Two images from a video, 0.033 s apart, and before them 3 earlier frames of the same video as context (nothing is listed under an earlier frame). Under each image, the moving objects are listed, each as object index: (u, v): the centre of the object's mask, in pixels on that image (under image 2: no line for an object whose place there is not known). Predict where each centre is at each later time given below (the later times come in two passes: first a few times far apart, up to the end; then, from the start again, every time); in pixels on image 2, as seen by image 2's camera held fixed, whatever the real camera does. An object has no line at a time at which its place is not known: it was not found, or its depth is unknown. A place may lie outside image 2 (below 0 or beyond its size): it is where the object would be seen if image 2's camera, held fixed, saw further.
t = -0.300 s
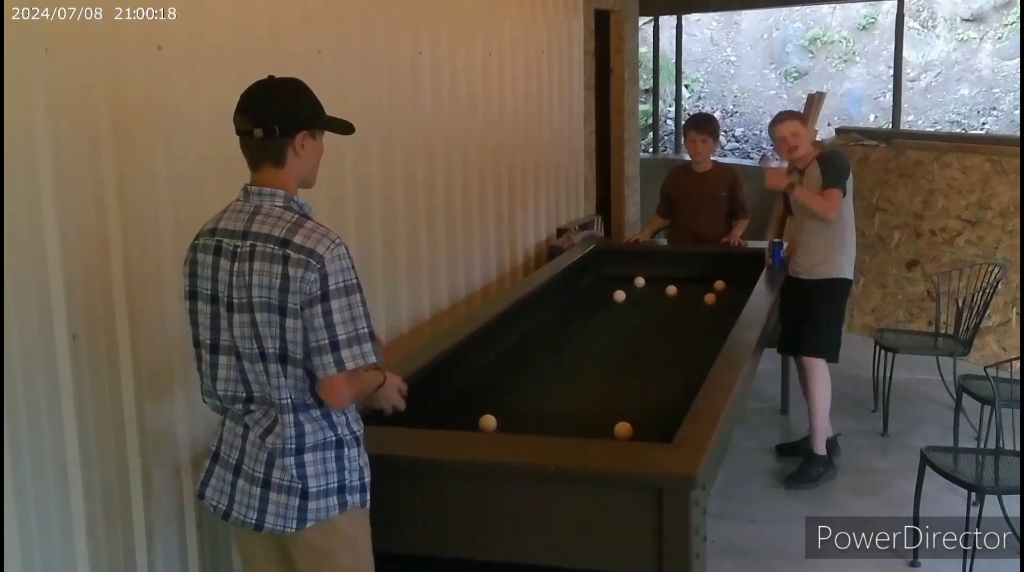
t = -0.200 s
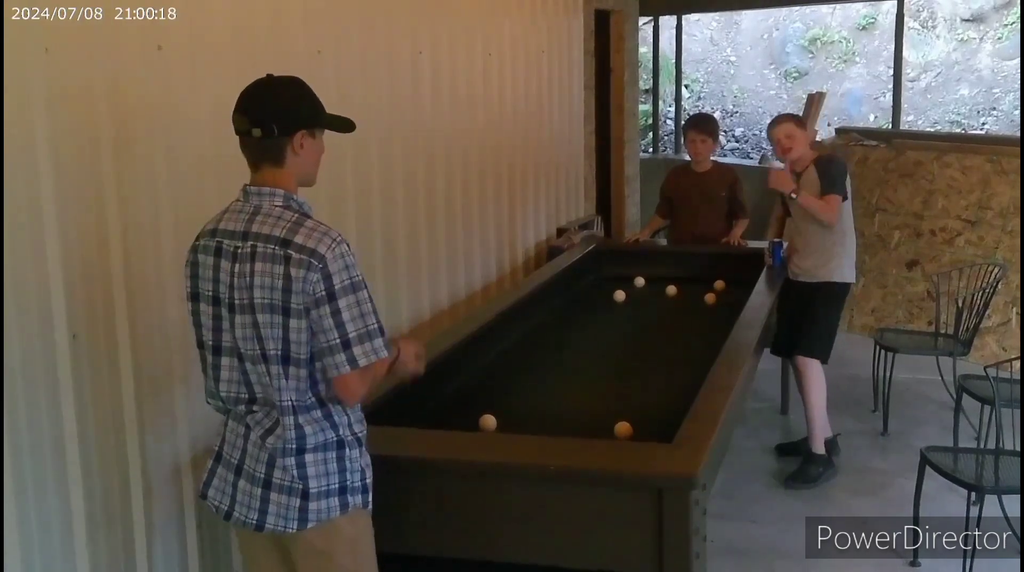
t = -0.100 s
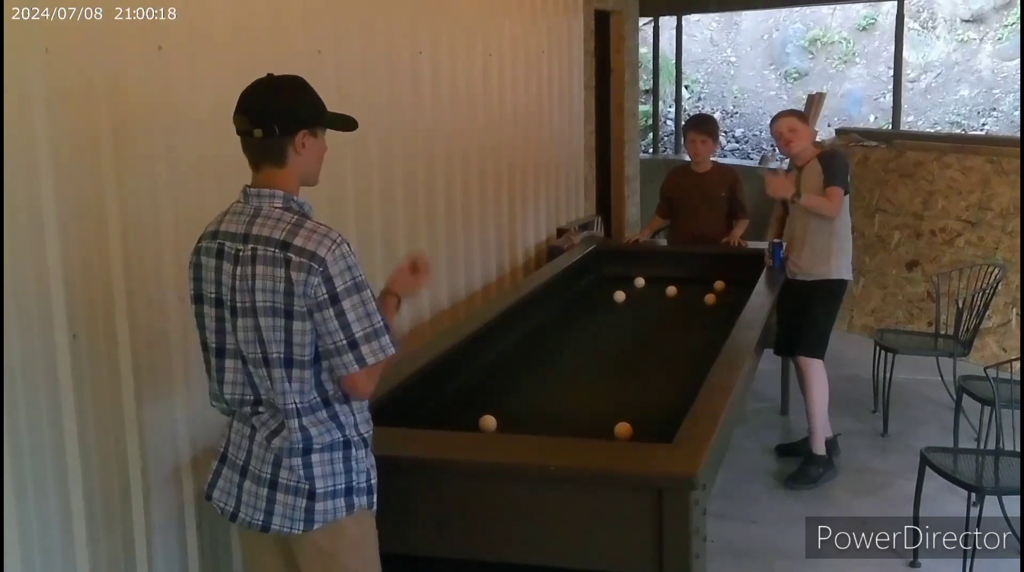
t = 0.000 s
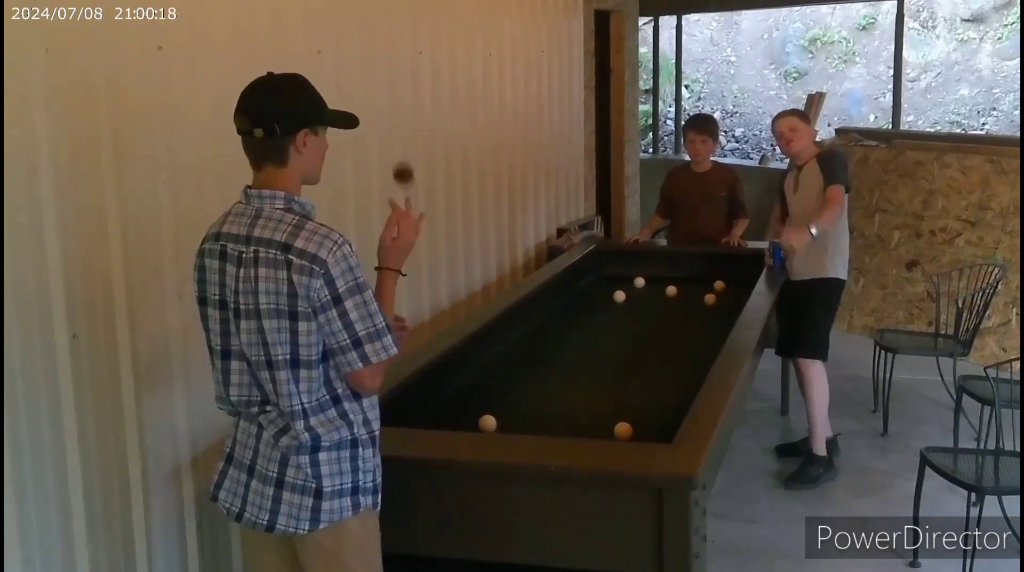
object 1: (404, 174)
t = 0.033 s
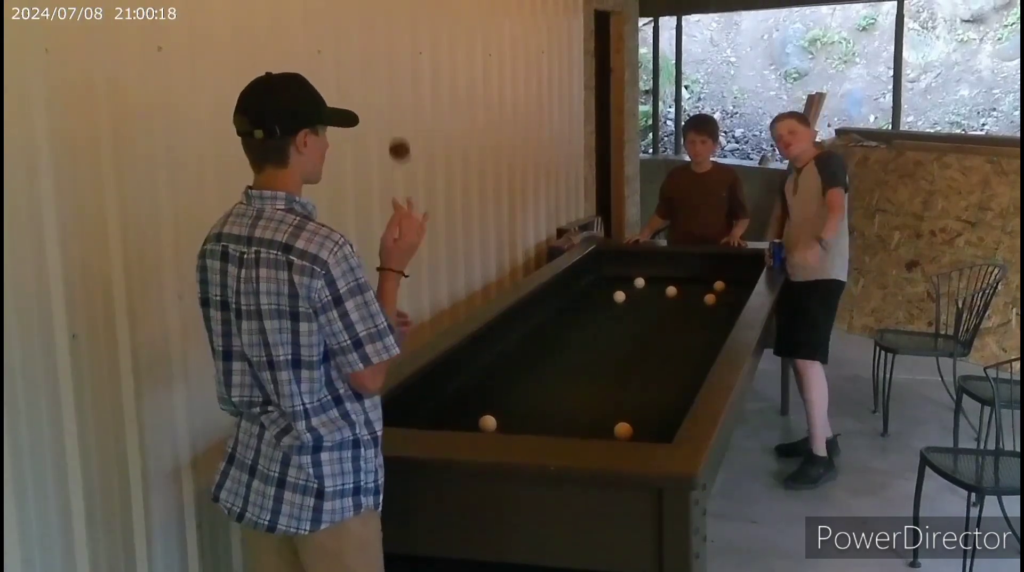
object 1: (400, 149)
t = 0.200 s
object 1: (384, 89)
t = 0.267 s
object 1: (379, 98)
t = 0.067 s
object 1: (396, 128)
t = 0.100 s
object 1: (393, 112)
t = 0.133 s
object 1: (390, 99)
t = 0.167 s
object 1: (387, 93)
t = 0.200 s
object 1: (384, 89)
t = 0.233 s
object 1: (381, 91)
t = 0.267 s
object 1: (379, 98)
